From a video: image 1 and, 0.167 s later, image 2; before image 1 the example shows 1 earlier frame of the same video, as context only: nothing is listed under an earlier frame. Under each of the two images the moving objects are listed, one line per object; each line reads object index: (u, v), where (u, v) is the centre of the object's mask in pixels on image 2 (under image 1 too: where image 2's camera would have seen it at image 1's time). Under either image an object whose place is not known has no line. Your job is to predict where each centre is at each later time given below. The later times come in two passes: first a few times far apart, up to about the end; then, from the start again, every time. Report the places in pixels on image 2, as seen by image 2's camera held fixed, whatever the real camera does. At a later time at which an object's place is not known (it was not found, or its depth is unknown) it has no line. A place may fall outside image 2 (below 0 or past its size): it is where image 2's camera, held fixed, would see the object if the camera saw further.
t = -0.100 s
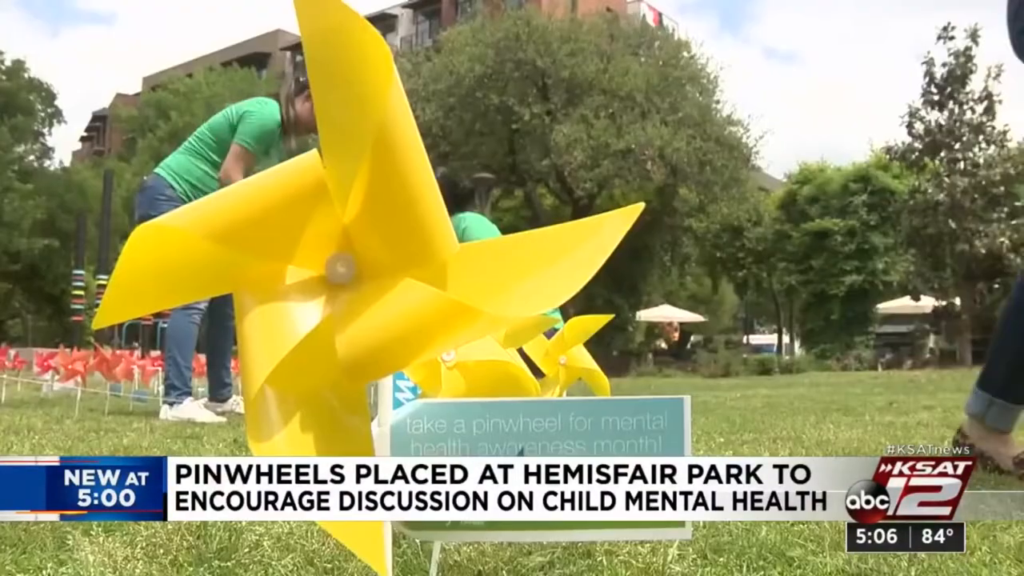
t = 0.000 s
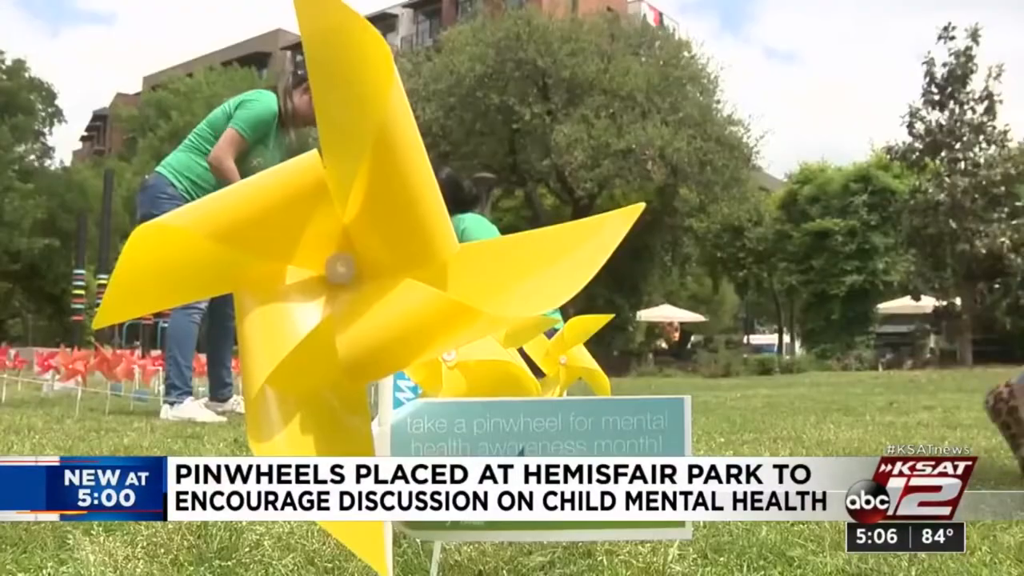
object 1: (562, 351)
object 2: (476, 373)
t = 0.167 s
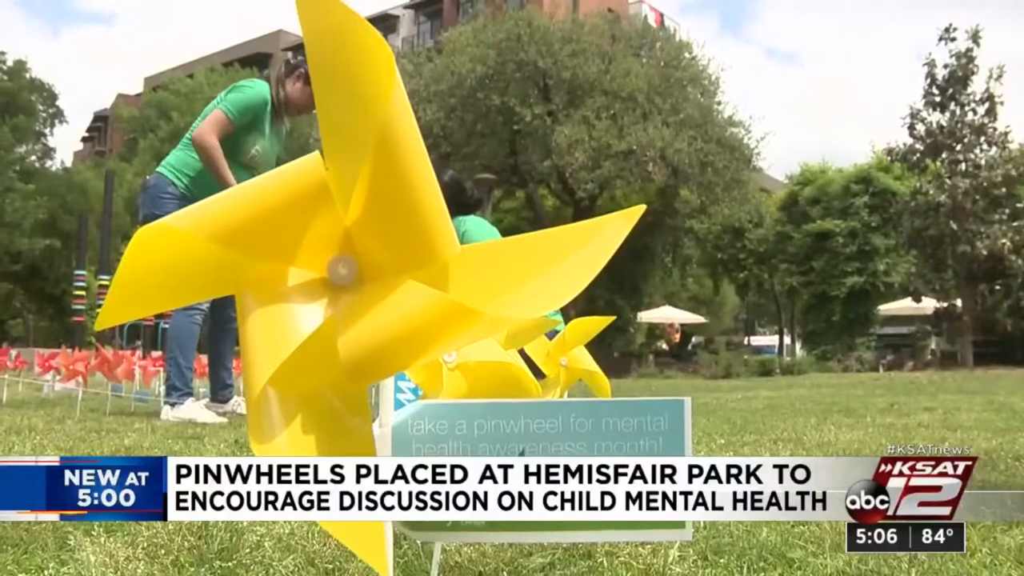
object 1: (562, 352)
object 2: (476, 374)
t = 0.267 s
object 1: (561, 353)
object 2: (476, 375)
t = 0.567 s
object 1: (558, 351)
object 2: (472, 374)
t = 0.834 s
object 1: (557, 346)
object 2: (472, 368)
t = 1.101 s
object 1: (569, 352)
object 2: (467, 365)
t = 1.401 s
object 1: (573, 359)
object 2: (467, 370)
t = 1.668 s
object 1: (569, 350)
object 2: (465, 369)
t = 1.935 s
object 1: (572, 349)
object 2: (467, 371)
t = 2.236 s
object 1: (574, 350)
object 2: (471, 373)
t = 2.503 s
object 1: (574, 351)
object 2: (472, 374)
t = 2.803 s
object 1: (575, 352)
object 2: (474, 375)
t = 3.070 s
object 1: (576, 354)
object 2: (476, 378)
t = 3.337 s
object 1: (576, 354)
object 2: (476, 377)
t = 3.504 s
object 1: (576, 357)
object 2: (476, 382)
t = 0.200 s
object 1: (562, 352)
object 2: (476, 375)
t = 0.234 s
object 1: (562, 352)
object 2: (476, 375)
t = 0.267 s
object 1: (561, 353)
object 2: (476, 375)
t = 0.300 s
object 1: (561, 353)
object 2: (475, 375)
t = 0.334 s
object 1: (560, 353)
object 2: (474, 376)
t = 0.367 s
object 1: (560, 353)
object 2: (474, 376)
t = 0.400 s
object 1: (560, 353)
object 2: (473, 376)
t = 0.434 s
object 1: (559, 353)
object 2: (473, 376)
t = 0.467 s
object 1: (559, 353)
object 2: (472, 375)
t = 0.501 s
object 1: (559, 352)
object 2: (472, 375)
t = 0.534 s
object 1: (559, 352)
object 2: (472, 374)
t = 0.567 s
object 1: (558, 351)
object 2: (472, 374)
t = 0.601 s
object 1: (558, 351)
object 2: (472, 373)
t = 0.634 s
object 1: (558, 350)
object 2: (472, 372)
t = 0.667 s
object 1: (557, 349)
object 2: (472, 371)
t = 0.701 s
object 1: (558, 349)
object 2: (472, 371)
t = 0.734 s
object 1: (557, 349)
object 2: (472, 371)
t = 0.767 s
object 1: (558, 348)
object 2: (472, 370)
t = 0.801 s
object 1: (558, 348)
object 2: (472, 369)
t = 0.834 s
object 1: (557, 346)
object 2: (472, 368)
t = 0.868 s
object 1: (571, 351)
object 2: (471, 367)
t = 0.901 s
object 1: (557, 346)
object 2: (471, 366)
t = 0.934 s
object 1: (557, 346)
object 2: (470, 366)
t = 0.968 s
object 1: (569, 351)
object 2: (469, 365)
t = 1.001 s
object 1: (569, 351)
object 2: (468, 364)
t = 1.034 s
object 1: (568, 351)
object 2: (468, 364)
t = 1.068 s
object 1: (568, 352)
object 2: (468, 364)
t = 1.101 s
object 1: (569, 352)
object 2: (467, 365)
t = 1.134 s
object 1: (569, 353)
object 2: (467, 365)
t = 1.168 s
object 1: (570, 354)
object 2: (467, 366)
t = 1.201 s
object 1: (570, 355)
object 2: (466, 367)
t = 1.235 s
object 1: (571, 355)
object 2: (467, 368)
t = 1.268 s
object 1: (572, 357)
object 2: (467, 369)
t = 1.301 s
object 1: (573, 357)
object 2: (467, 370)
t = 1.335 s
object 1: (573, 358)
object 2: (467, 370)
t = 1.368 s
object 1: (573, 358)
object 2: (467, 370)
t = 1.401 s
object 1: (573, 359)
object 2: (467, 370)
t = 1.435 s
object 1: (569, 355)
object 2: (466, 370)
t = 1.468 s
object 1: (569, 353)
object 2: (466, 369)
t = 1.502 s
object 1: (568, 353)
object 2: (466, 369)
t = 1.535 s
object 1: (568, 352)
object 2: (465, 369)
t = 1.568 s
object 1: (567, 352)
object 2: (465, 369)
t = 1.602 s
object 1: (567, 352)
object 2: (464, 369)
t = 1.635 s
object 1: (568, 351)
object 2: (464, 369)
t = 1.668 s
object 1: (569, 350)
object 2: (465, 369)
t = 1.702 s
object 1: (568, 350)
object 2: (465, 369)
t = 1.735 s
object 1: (569, 349)
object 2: (464, 369)
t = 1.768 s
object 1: (569, 349)
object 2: (464, 369)
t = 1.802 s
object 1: (569, 350)
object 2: (464, 369)
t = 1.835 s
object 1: (569, 350)
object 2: (464, 369)
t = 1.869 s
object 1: (571, 348)
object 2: (466, 370)
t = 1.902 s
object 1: (571, 349)
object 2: (467, 371)
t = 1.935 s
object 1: (572, 349)
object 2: (467, 371)
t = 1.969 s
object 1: (572, 348)
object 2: (468, 370)
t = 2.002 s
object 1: (572, 348)
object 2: (469, 370)
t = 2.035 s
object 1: (573, 348)
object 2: (469, 371)
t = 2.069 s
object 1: (573, 349)
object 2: (470, 372)
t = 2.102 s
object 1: (573, 350)
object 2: (471, 373)
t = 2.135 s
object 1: (574, 350)
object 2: (471, 373)
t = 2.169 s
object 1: (574, 350)
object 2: (471, 373)
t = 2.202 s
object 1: (574, 350)
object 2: (471, 374)
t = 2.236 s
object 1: (574, 350)
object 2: (471, 373)
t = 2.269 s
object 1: (574, 349)
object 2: (471, 372)
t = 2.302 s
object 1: (574, 349)
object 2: (471, 372)
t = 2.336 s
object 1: (574, 349)
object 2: (471, 371)
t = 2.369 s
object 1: (574, 349)
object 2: (470, 371)
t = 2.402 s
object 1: (574, 349)
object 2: (471, 372)
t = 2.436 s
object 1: (573, 349)
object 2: (471, 372)
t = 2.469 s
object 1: (574, 350)
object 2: (471, 373)
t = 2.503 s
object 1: (574, 351)
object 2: (472, 374)
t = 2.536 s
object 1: (574, 351)
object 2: (472, 374)
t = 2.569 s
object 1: (575, 351)
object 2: (473, 374)
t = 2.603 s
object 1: (575, 351)
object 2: (473, 374)
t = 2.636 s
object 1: (575, 351)
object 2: (474, 374)
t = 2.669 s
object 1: (575, 351)
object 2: (474, 374)
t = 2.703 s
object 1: (575, 351)
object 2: (474, 374)
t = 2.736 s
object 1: (575, 351)
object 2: (474, 374)
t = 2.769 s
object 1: (575, 352)
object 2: (474, 375)
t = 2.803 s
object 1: (575, 352)
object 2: (474, 375)
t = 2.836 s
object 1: (575, 352)
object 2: (473, 375)
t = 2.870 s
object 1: (575, 352)
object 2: (473, 375)
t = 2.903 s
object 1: (574, 352)
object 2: (473, 375)
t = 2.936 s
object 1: (575, 353)
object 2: (473, 376)
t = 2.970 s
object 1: (575, 353)
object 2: (474, 377)
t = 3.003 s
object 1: (575, 354)
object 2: (474, 378)
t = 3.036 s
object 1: (576, 354)
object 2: (475, 378)
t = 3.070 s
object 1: (576, 354)
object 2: (476, 378)
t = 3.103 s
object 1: (577, 354)
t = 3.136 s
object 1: (575, 353)
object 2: (475, 377)
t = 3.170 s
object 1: (575, 353)
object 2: (474, 376)
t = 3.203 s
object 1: (575, 352)
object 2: (475, 376)
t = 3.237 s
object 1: (575, 352)
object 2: (475, 375)
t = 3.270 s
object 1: (575, 352)
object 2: (475, 375)
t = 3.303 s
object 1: (576, 353)
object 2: (475, 376)
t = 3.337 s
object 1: (576, 354)
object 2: (476, 377)
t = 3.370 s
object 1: (576, 354)
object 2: (476, 377)
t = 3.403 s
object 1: (576, 354)
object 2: (476, 377)
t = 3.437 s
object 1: (576, 356)
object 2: (476, 380)
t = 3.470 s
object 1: (576, 356)
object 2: (476, 380)
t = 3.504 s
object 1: (576, 357)
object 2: (476, 382)
